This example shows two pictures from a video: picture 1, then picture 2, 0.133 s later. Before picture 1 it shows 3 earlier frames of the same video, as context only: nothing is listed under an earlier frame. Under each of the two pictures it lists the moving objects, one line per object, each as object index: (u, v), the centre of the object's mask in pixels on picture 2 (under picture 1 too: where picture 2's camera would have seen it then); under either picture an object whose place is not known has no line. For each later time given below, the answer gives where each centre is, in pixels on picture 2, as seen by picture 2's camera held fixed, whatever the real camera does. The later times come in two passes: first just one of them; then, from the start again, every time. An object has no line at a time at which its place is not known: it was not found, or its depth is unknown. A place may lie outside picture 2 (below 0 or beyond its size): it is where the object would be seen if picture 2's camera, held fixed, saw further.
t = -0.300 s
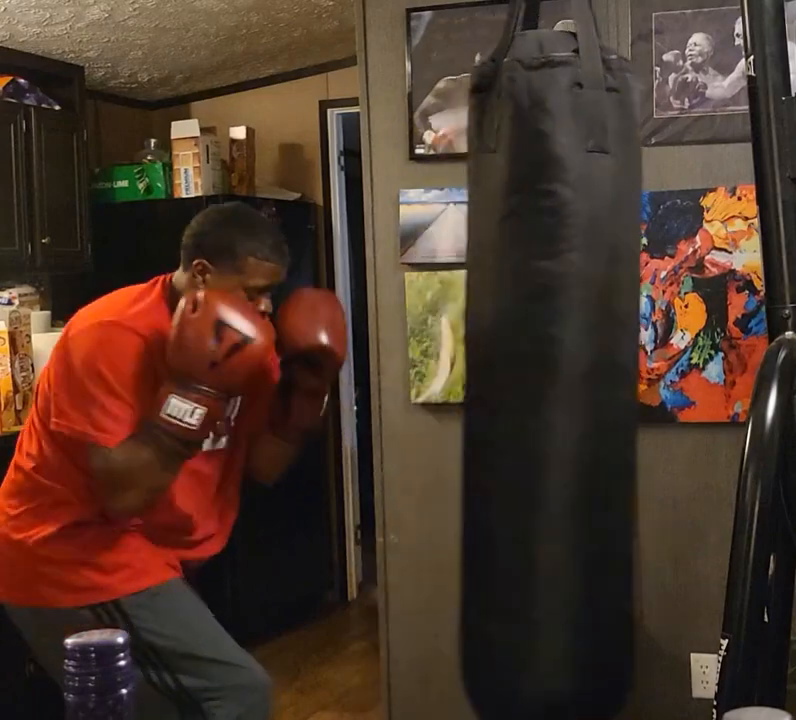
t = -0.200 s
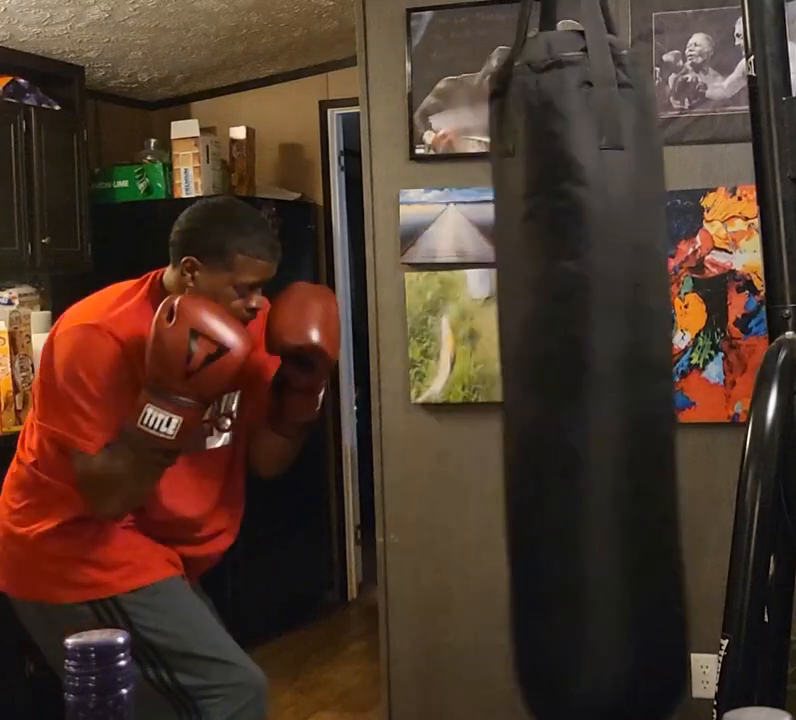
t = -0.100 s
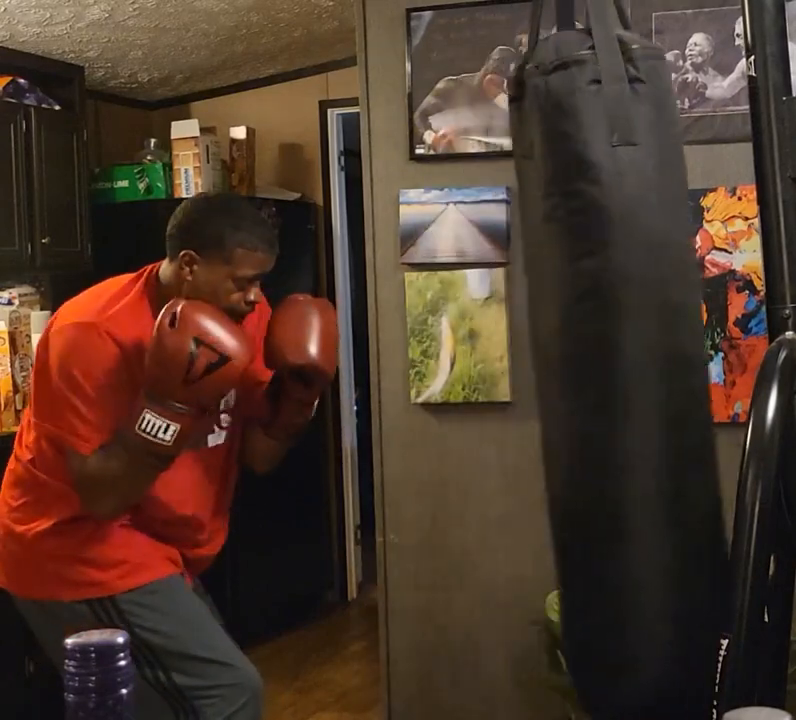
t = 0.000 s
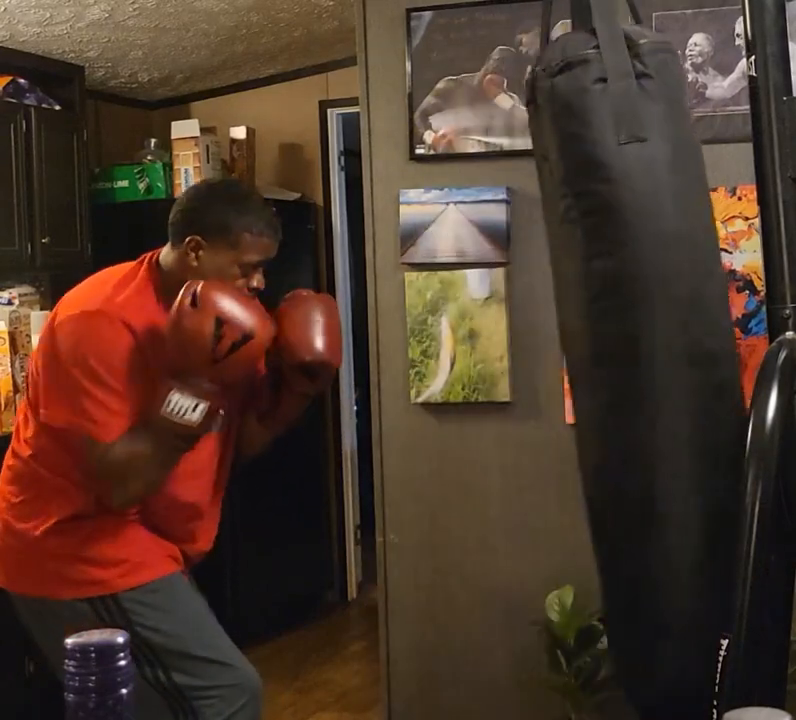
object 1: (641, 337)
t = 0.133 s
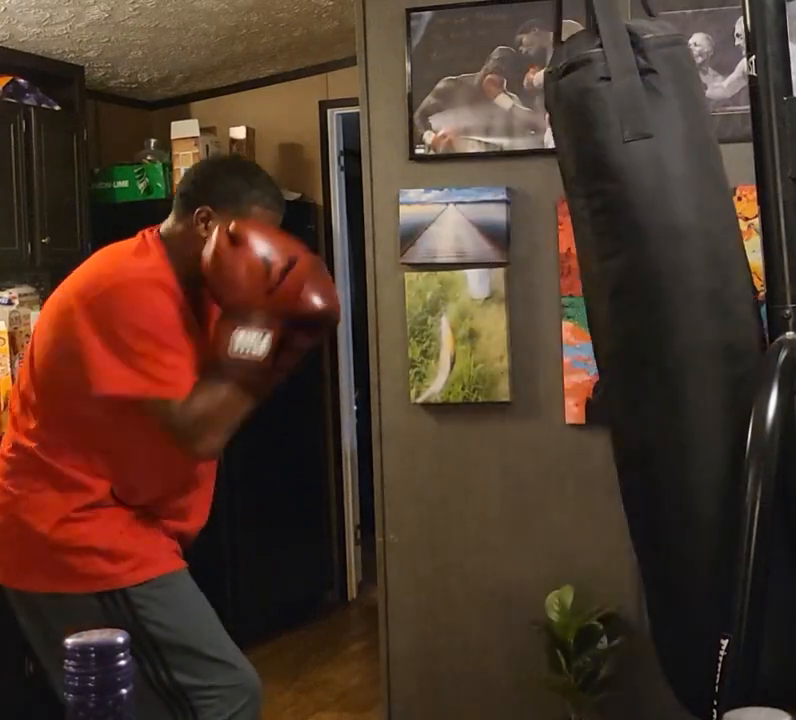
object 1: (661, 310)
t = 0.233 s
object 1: (662, 311)
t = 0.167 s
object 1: (661, 297)
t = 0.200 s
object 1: (662, 309)
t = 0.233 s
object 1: (662, 311)
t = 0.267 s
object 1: (659, 315)
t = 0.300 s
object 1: (656, 319)
